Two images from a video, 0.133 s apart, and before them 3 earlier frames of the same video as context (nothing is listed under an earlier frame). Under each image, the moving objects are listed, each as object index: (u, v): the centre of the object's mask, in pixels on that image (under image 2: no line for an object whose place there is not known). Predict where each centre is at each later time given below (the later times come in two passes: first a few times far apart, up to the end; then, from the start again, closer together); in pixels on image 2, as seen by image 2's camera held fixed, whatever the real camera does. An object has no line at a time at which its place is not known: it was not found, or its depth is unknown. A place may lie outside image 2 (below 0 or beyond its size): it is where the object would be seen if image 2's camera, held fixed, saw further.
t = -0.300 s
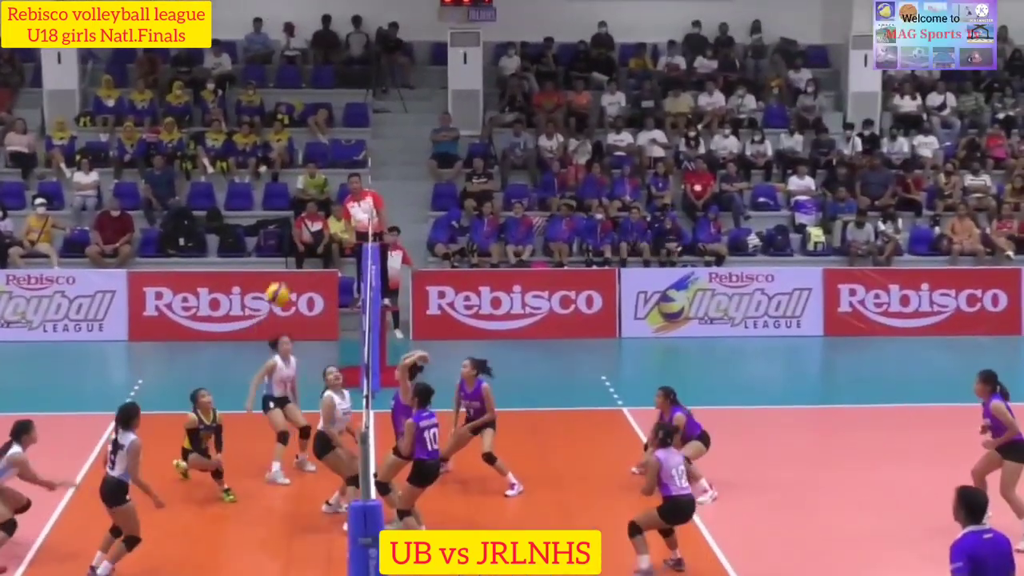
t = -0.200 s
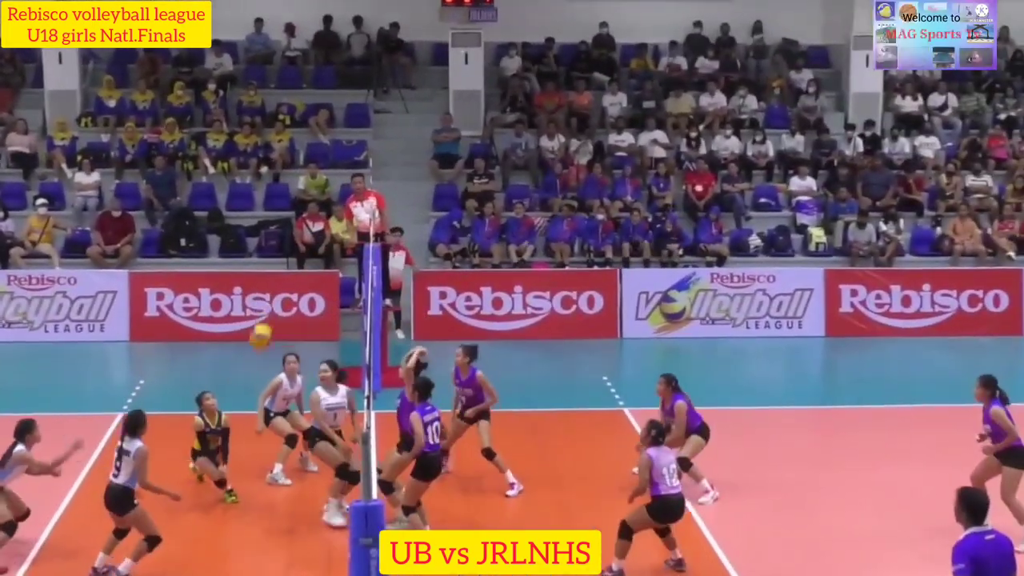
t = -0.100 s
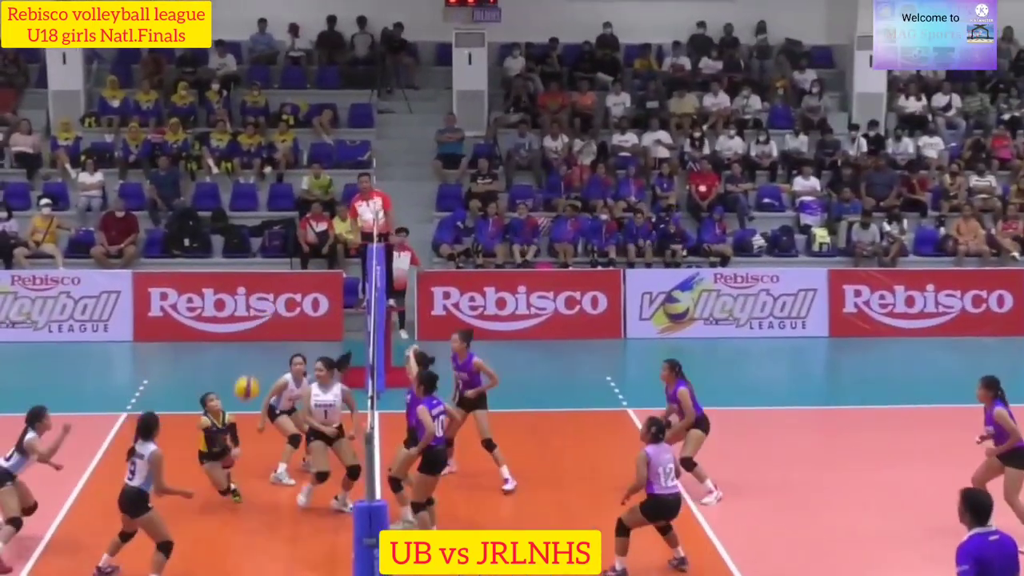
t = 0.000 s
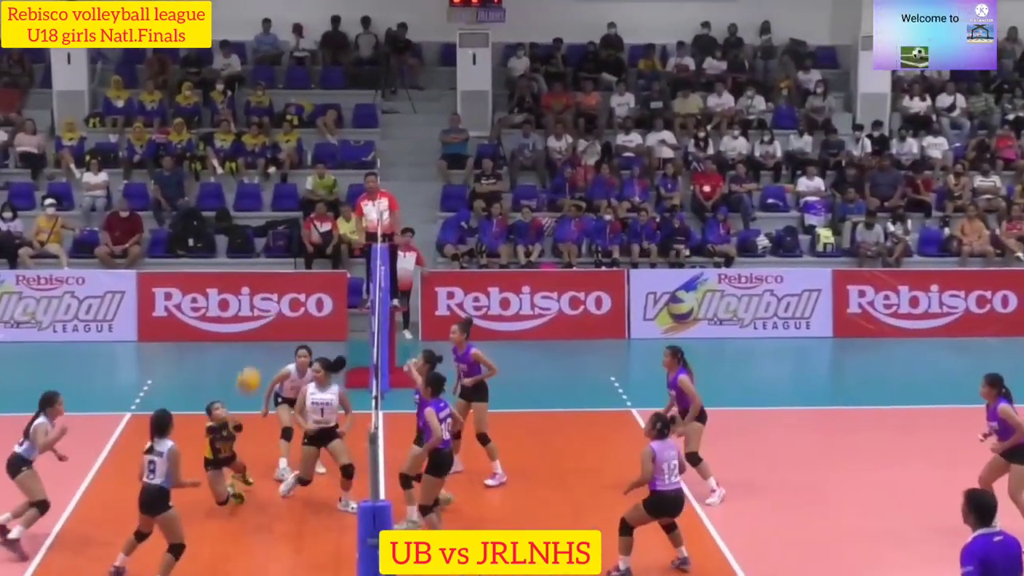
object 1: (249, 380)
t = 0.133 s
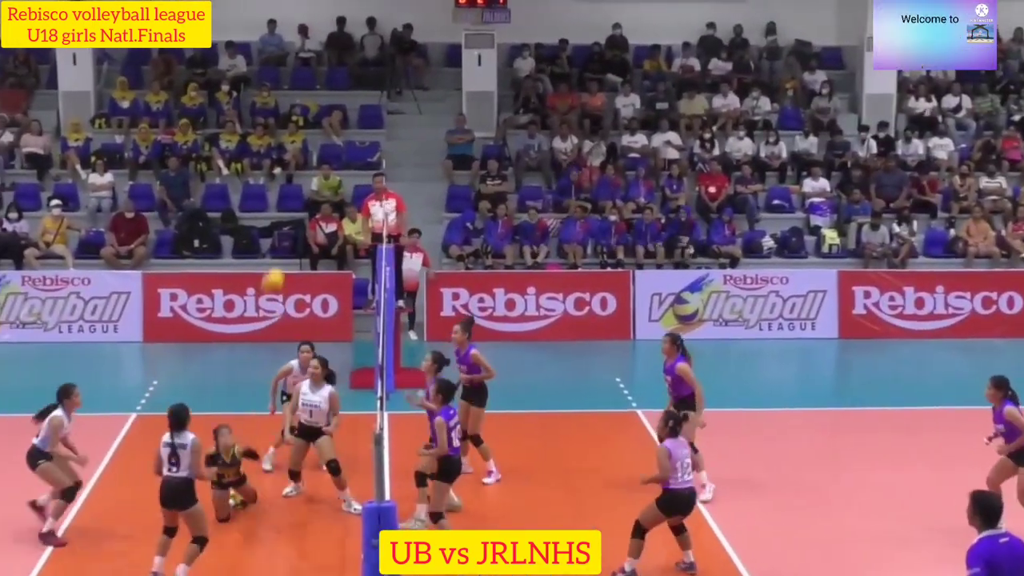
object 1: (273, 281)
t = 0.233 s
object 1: (288, 220)
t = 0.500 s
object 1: (326, 110)
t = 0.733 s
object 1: (358, 80)
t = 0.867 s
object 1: (373, 86)
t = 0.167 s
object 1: (278, 259)
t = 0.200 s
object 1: (283, 239)
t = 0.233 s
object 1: (288, 220)
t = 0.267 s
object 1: (293, 200)
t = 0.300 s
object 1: (296, 193)
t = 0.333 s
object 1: (303, 169)
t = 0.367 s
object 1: (308, 156)
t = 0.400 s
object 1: (312, 143)
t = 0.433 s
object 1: (314, 137)
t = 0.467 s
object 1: (320, 125)
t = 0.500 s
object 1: (326, 110)
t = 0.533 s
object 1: (332, 103)
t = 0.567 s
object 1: (333, 99)
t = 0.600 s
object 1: (338, 92)
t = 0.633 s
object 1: (344, 86)
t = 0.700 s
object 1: (347, 84)
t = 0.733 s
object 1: (358, 80)
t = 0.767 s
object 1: (361, 80)
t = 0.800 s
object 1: (365, 81)
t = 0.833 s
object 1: (371, 83)
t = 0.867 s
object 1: (373, 86)
